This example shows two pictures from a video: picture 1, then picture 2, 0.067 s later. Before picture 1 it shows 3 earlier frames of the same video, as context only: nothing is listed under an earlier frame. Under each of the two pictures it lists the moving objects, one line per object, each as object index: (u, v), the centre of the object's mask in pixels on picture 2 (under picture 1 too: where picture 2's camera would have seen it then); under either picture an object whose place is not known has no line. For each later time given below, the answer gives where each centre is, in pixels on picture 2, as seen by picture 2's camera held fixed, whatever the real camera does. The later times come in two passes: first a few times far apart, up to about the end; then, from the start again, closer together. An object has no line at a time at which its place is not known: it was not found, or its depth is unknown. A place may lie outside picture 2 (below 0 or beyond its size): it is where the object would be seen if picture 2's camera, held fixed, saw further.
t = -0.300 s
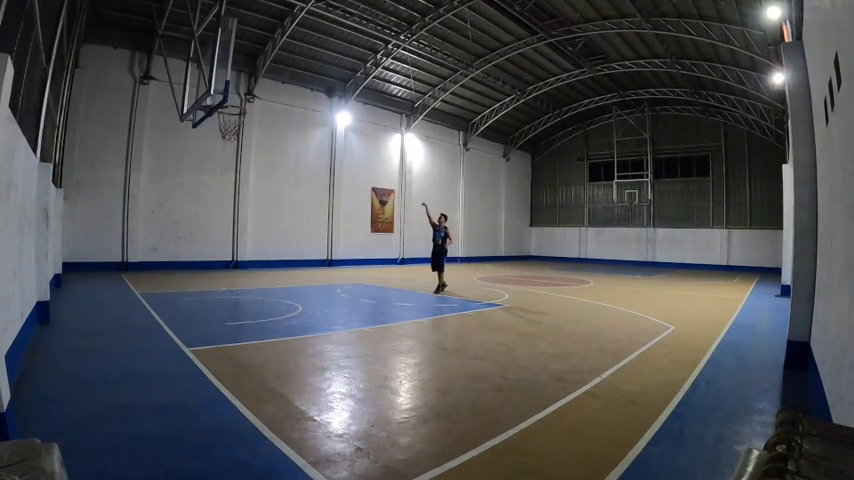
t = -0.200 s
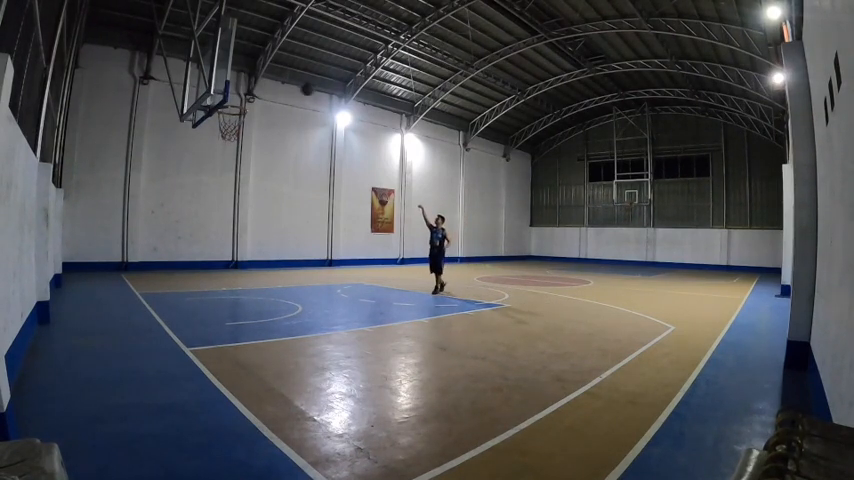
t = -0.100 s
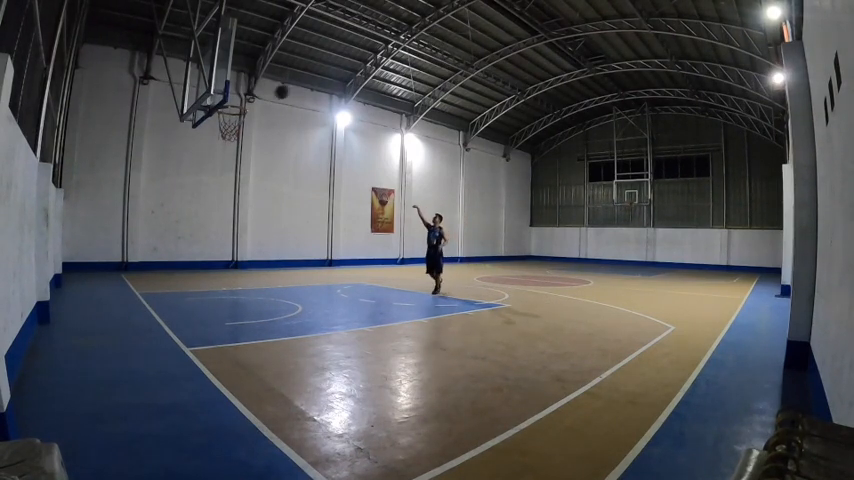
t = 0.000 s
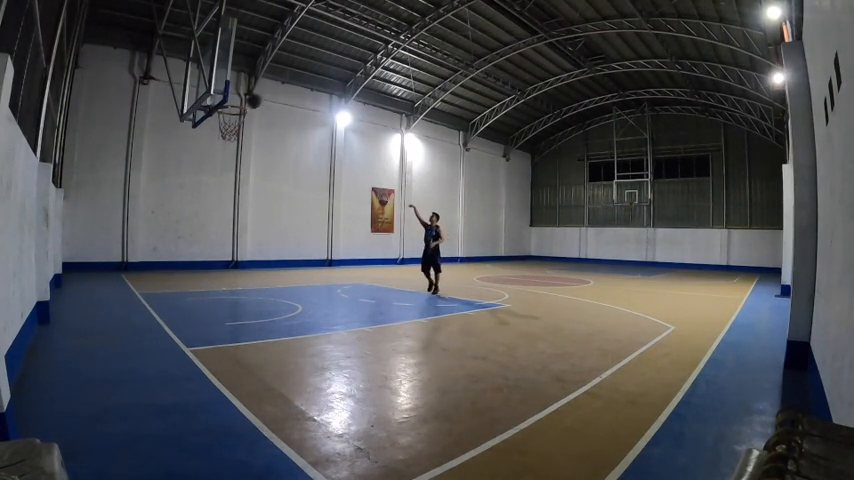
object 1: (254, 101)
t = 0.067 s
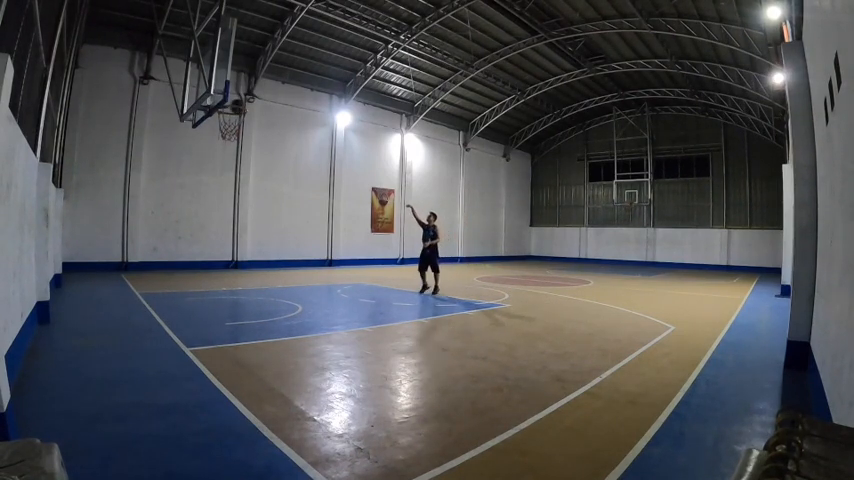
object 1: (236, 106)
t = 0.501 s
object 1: (204, 150)
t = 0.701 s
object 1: (180, 205)
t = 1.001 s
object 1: (152, 277)
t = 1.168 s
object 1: (142, 230)
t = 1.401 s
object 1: (129, 196)
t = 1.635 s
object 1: (115, 195)
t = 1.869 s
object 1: (101, 225)
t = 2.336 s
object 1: (76, 248)
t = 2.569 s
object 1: (66, 230)
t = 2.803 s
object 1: (56, 241)
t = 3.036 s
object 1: (65, 266)
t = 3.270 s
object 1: (74, 270)
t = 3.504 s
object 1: (85, 255)
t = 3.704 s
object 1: (93, 265)
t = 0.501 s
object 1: (204, 150)
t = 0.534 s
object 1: (200, 157)
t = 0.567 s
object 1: (196, 166)
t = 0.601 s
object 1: (192, 175)
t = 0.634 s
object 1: (188, 184)
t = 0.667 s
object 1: (184, 194)
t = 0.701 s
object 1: (180, 205)
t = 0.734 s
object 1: (176, 217)
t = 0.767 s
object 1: (173, 229)
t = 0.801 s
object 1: (169, 242)
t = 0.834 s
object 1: (166, 254)
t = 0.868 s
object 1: (163, 270)
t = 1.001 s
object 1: (152, 277)
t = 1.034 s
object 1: (150, 265)
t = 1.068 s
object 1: (148, 255)
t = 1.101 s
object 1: (146, 246)
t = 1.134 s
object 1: (144, 238)
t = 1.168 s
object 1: (142, 230)
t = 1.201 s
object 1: (141, 223)
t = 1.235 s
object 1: (138, 217)
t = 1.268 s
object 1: (137, 211)
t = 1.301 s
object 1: (134, 206)
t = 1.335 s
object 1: (133, 203)
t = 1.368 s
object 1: (131, 199)
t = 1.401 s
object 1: (129, 196)
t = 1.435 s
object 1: (127, 194)
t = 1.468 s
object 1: (126, 192)
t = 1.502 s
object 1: (123, 192)
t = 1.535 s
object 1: (122, 191)
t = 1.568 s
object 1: (120, 192)
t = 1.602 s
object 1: (117, 193)
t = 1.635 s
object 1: (115, 195)
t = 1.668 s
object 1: (113, 197)
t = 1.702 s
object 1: (111, 200)
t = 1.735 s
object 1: (109, 204)
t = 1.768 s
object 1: (107, 208)
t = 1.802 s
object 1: (105, 213)
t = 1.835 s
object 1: (103, 219)
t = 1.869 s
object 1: (101, 225)
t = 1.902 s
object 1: (99, 232)
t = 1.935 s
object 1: (97, 240)
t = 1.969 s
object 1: (95, 248)
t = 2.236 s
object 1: (82, 266)
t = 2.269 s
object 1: (80, 262)
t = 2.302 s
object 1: (78, 254)
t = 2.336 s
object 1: (76, 248)
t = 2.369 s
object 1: (75, 244)
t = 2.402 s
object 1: (73, 240)
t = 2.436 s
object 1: (72, 237)
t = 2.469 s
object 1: (70, 234)
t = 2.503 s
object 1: (69, 232)
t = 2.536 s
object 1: (67, 230)
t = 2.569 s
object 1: (66, 230)
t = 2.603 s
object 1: (64, 230)
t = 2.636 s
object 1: (63, 230)
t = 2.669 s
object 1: (61, 231)
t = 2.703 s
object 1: (60, 233)
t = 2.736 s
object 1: (58, 235)
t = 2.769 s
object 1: (56, 239)
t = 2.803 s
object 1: (56, 241)
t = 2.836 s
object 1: (58, 243)
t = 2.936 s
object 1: (62, 253)
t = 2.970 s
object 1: (63, 257)
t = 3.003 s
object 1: (65, 262)
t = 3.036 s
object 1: (65, 266)
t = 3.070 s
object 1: (66, 271)
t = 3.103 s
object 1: (68, 279)
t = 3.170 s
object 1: (72, 285)
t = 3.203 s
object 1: (73, 280)
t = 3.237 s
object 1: (74, 276)
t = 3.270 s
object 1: (74, 270)
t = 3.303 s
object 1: (77, 264)
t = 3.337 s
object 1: (78, 261)
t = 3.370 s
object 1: (80, 259)
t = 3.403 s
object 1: (81, 257)
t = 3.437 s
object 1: (82, 257)
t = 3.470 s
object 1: (84, 256)
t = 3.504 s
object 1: (85, 255)
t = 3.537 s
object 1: (86, 256)
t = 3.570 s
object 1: (88, 257)
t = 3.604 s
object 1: (89, 257)
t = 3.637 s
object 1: (91, 259)
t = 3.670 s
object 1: (92, 262)
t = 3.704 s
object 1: (93, 265)
